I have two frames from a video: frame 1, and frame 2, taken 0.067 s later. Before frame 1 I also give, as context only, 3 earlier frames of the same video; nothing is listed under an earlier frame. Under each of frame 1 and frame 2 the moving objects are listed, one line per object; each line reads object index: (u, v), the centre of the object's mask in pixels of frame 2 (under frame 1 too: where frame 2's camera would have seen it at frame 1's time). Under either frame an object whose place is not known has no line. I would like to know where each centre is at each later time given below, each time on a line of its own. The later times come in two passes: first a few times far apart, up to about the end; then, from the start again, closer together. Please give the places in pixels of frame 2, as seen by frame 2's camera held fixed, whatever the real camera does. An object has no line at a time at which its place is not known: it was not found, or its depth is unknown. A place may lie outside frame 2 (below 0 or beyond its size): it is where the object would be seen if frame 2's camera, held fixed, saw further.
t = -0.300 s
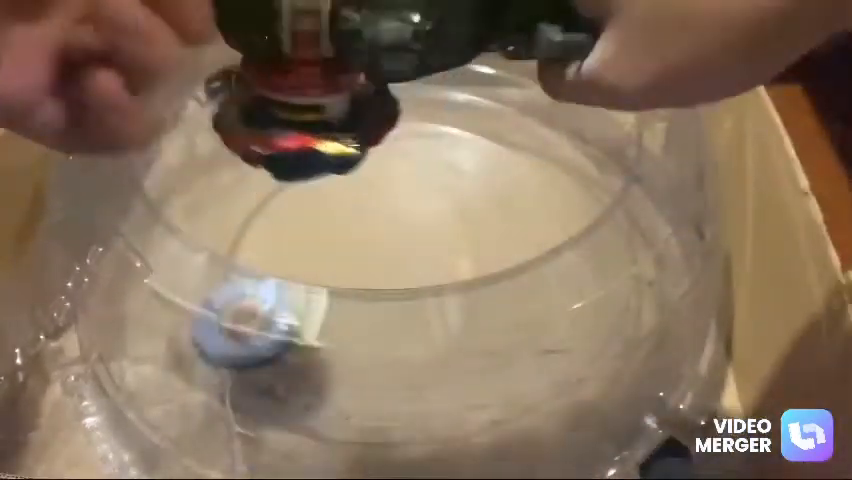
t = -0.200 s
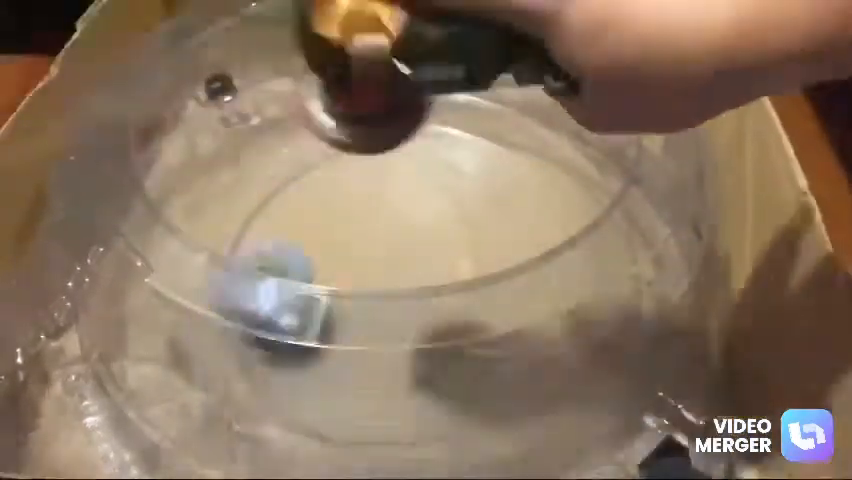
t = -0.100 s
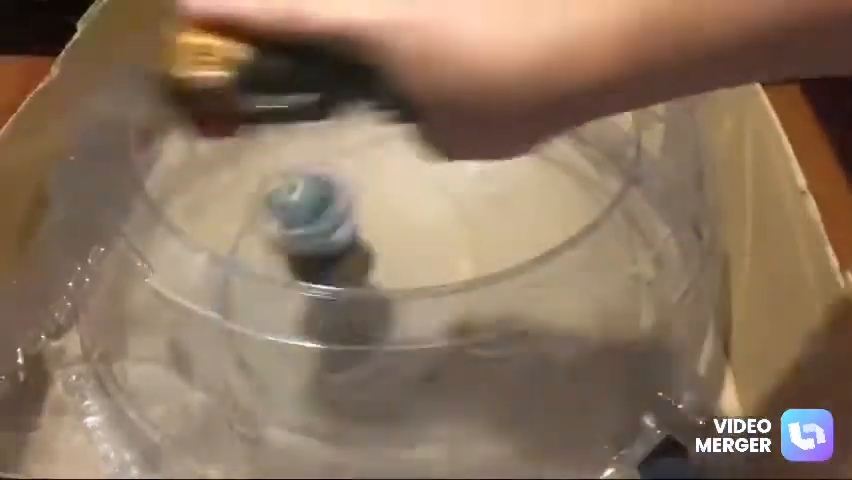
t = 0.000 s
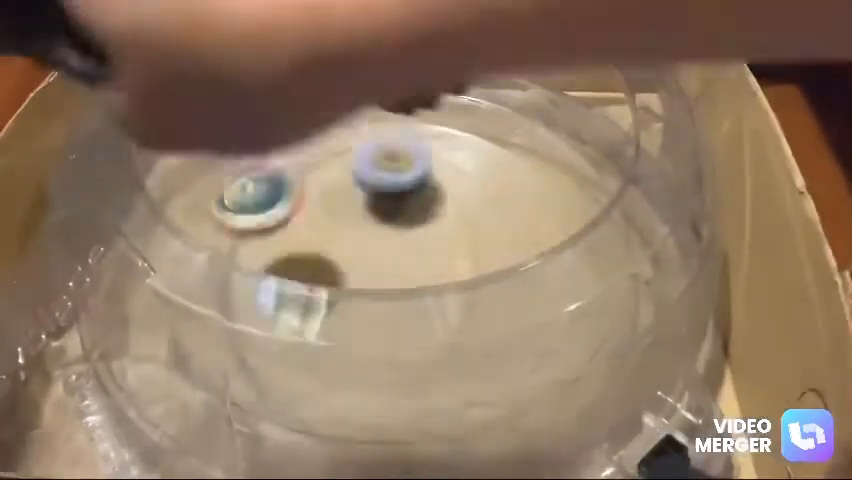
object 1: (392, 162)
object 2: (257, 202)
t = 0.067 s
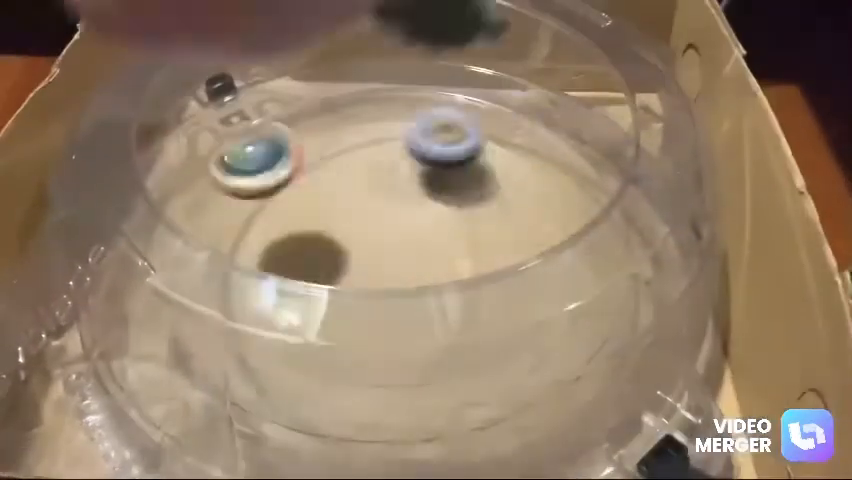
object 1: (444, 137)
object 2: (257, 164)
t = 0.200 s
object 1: (527, 123)
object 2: (290, 177)
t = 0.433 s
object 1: (612, 183)
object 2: (426, 236)
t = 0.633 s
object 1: (625, 250)
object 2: (474, 234)
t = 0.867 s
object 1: (590, 300)
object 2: (352, 178)
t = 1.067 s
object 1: (538, 328)
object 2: (260, 273)
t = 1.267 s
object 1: (540, 327)
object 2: (358, 346)
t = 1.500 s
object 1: (593, 231)
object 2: (404, 279)
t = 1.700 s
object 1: (620, 175)
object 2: (415, 178)
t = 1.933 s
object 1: (574, 164)
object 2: (279, 207)
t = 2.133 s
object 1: (585, 145)
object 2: (308, 351)
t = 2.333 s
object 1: (573, 140)
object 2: (534, 306)
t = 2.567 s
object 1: (569, 57)
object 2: (441, 269)
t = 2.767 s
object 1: (613, 91)
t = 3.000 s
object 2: (287, 295)
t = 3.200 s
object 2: (435, 301)
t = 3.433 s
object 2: (431, 186)
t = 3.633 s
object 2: (276, 175)
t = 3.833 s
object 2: (197, 279)
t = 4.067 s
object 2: (223, 332)
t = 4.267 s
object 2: (281, 311)
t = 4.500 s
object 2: (449, 236)
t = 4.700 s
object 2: (408, 139)
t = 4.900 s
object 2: (276, 150)
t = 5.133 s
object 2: (251, 274)
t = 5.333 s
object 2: (448, 294)
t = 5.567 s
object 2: (490, 153)
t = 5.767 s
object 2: (371, 107)
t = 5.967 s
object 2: (265, 185)
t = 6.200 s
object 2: (392, 304)
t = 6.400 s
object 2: (537, 231)
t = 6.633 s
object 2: (479, 128)
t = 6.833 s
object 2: (345, 152)
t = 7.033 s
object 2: (318, 262)
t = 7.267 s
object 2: (495, 307)
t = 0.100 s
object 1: (469, 129)
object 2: (260, 166)
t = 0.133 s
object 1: (490, 124)
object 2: (266, 182)
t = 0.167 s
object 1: (509, 120)
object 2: (275, 191)
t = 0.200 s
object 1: (527, 123)
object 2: (290, 177)
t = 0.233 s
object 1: (542, 130)
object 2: (309, 172)
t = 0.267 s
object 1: (559, 135)
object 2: (326, 179)
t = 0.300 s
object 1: (578, 141)
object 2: (346, 202)
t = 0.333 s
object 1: (591, 146)
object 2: (365, 204)
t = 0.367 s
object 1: (601, 155)
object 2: (386, 217)
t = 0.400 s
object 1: (609, 169)
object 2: (408, 226)
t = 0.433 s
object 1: (612, 183)
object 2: (426, 236)
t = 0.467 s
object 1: (616, 197)
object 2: (443, 242)
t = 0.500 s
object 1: (619, 212)
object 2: (455, 246)
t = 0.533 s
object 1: (622, 220)
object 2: (465, 246)
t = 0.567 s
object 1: (625, 229)
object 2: (470, 244)
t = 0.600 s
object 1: (623, 239)
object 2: (474, 240)
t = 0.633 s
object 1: (625, 250)
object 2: (474, 234)
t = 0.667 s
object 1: (622, 260)
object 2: (470, 223)
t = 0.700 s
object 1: (614, 267)
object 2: (460, 212)
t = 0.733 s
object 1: (611, 274)
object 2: (446, 199)
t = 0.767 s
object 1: (608, 280)
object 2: (428, 188)
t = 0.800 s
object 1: (605, 287)
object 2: (404, 181)
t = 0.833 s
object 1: (597, 294)
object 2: (378, 179)
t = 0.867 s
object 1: (590, 300)
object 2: (352, 178)
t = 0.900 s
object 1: (586, 306)
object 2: (325, 184)
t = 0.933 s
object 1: (577, 311)
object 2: (301, 195)
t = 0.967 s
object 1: (568, 314)
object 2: (283, 208)
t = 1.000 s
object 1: (559, 322)
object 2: (269, 227)
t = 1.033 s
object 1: (547, 325)
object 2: (261, 248)
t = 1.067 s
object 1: (538, 328)
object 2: (260, 273)
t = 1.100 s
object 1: (526, 332)
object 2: (269, 298)
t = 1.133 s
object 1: (514, 335)
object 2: (287, 324)
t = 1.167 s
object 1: (500, 338)
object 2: (321, 347)
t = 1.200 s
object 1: (486, 341)
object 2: (357, 357)
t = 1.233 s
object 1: (501, 332)
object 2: (367, 357)
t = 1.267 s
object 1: (540, 327)
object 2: (358, 346)
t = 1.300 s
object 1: (575, 322)
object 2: (355, 347)
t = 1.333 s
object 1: (607, 317)
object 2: (356, 344)
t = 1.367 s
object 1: (603, 296)
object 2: (359, 330)
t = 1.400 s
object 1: (596, 279)
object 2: (364, 321)
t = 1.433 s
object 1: (597, 262)
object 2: (374, 307)
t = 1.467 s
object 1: (592, 244)
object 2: (386, 293)
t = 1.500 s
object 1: (593, 231)
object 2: (404, 279)
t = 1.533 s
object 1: (593, 219)
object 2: (416, 267)
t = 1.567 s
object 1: (597, 209)
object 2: (427, 245)
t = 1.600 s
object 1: (601, 199)
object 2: (432, 224)
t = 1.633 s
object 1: (612, 189)
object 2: (432, 207)
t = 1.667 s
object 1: (622, 181)
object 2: (425, 190)
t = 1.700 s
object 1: (620, 175)
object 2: (415, 178)
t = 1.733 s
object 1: (612, 174)
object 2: (403, 171)
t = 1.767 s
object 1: (600, 173)
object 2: (385, 166)
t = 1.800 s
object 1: (588, 173)
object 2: (364, 166)
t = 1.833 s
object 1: (582, 171)
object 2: (343, 170)
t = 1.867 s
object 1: (578, 169)
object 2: (319, 176)
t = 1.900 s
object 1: (575, 167)
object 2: (298, 189)
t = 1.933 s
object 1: (574, 164)
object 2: (279, 207)
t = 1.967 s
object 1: (576, 161)
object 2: (263, 227)
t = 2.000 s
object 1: (579, 157)
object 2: (254, 260)
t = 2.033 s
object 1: (585, 151)
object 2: (259, 283)
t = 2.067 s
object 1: (591, 145)
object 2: (265, 305)
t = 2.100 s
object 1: (590, 143)
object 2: (272, 331)
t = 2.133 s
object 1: (585, 145)
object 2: (308, 351)
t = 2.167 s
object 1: (581, 148)
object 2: (338, 357)
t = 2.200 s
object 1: (578, 148)
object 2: (382, 362)
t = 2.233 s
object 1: (575, 147)
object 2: (422, 359)
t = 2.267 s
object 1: (574, 146)
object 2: (470, 350)
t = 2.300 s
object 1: (573, 144)
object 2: (507, 330)
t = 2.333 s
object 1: (573, 140)
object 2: (534, 306)
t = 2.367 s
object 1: (573, 134)
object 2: (552, 280)
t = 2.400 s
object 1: (575, 129)
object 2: (562, 250)
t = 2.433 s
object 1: (572, 132)
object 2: (564, 218)
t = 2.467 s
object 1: (570, 123)
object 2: (556, 204)
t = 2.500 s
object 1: (575, 80)
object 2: (516, 227)
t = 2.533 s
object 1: (578, 44)
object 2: (484, 255)
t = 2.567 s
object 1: (569, 57)
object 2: (441, 269)
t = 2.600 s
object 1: (575, 65)
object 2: (398, 279)
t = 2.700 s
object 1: (626, 82)
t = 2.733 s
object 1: (617, 85)
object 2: (281, 291)
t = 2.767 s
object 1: (613, 91)
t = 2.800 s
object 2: (249, 279)
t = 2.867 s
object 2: (248, 280)
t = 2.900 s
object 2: (267, 294)
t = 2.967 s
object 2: (278, 298)
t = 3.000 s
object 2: (287, 295)
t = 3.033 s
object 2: (305, 297)
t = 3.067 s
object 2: (327, 302)
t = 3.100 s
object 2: (356, 305)
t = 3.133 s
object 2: (381, 308)
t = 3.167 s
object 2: (406, 306)
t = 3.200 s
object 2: (435, 301)
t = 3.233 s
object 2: (453, 291)
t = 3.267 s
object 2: (468, 275)
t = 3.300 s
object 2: (474, 258)
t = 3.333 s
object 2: (474, 238)
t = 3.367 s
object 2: (468, 219)
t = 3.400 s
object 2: (451, 201)
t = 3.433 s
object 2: (431, 186)
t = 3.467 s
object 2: (408, 176)
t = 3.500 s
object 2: (381, 167)
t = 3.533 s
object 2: (355, 163)
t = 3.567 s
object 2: (329, 163)
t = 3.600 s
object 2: (301, 168)
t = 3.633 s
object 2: (276, 175)
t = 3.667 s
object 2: (255, 187)
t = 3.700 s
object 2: (233, 200)
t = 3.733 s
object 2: (223, 217)
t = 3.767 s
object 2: (213, 236)
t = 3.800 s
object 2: (205, 259)
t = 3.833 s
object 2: (197, 279)
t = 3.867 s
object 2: (190, 296)
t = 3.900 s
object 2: (179, 311)
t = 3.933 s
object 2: (175, 317)
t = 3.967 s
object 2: (182, 329)
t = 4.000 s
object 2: (203, 330)
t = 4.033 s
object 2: (212, 330)
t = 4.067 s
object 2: (223, 332)
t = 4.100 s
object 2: (236, 331)
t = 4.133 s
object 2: (239, 329)
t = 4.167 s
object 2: (244, 323)
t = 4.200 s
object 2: (253, 319)
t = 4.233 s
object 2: (265, 317)
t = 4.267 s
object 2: (281, 311)
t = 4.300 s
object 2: (299, 305)
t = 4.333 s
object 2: (326, 303)
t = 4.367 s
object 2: (357, 299)
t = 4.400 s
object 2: (385, 288)
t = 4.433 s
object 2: (411, 277)
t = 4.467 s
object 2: (435, 257)
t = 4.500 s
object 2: (449, 236)
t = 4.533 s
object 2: (455, 214)
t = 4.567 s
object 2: (455, 191)
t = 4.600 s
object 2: (450, 172)
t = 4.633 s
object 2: (441, 159)
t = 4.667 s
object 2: (427, 149)
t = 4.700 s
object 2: (408, 139)
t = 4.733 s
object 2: (389, 135)
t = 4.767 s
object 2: (369, 133)
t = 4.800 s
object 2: (343, 134)
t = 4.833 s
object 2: (320, 135)
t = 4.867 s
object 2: (298, 142)
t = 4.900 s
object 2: (276, 150)
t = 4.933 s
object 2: (256, 162)
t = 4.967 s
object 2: (240, 176)
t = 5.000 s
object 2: (229, 193)
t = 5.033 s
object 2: (226, 211)
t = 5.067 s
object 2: (228, 230)
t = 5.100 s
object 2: (239, 253)
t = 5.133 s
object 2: (251, 274)
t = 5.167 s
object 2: (281, 294)
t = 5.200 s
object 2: (308, 301)
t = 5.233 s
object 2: (342, 308)
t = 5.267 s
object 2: (382, 309)
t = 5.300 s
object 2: (416, 305)
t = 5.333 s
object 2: (448, 294)
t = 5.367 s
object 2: (473, 277)
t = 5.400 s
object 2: (491, 256)
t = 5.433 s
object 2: (504, 232)
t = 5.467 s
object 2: (510, 209)
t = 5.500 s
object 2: (508, 189)
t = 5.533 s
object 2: (501, 170)
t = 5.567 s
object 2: (490, 153)
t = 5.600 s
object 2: (472, 140)
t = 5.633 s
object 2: (457, 126)
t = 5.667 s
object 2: (436, 118)
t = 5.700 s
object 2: (414, 111)
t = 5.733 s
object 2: (394, 108)
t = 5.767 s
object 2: (371, 107)
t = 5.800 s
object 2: (349, 113)
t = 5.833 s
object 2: (326, 121)
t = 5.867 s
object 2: (306, 131)
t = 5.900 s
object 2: (288, 147)
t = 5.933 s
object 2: (274, 165)
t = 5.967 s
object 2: (265, 185)
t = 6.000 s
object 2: (264, 207)
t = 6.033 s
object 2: (269, 229)
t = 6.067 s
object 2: (282, 247)
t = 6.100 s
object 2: (306, 262)
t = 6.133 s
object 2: (334, 285)
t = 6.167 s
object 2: (359, 300)
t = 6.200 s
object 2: (392, 304)
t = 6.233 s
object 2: (427, 303)
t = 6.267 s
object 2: (459, 295)
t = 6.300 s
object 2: (486, 283)
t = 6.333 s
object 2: (509, 267)
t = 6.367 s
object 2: (525, 247)
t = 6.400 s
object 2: (537, 231)
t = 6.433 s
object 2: (542, 210)
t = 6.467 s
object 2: (542, 191)
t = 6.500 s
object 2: (537, 174)
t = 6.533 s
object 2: (529, 159)
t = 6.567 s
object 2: (515, 146)
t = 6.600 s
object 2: (497, 135)
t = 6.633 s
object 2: (479, 128)
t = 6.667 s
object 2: (457, 123)
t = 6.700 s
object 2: (434, 123)
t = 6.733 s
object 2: (413, 123)
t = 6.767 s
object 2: (391, 128)
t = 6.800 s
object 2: (367, 139)
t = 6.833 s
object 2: (345, 152)
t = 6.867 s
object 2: (326, 167)
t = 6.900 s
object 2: (312, 187)
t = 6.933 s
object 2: (303, 207)
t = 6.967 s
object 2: (300, 231)
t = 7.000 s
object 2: (303, 249)
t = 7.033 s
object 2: (318, 262)
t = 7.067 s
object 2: (335, 290)
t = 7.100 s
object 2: (355, 306)
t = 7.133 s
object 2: (384, 313)
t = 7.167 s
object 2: (412, 322)
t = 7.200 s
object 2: (441, 320)
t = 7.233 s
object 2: (471, 316)
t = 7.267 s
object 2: (495, 307)
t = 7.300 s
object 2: (515, 293)
